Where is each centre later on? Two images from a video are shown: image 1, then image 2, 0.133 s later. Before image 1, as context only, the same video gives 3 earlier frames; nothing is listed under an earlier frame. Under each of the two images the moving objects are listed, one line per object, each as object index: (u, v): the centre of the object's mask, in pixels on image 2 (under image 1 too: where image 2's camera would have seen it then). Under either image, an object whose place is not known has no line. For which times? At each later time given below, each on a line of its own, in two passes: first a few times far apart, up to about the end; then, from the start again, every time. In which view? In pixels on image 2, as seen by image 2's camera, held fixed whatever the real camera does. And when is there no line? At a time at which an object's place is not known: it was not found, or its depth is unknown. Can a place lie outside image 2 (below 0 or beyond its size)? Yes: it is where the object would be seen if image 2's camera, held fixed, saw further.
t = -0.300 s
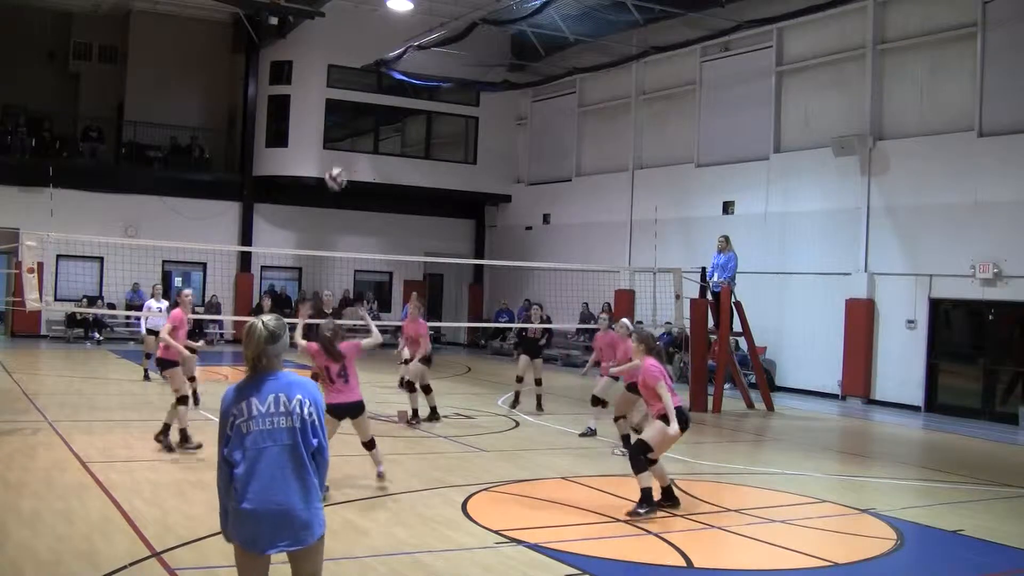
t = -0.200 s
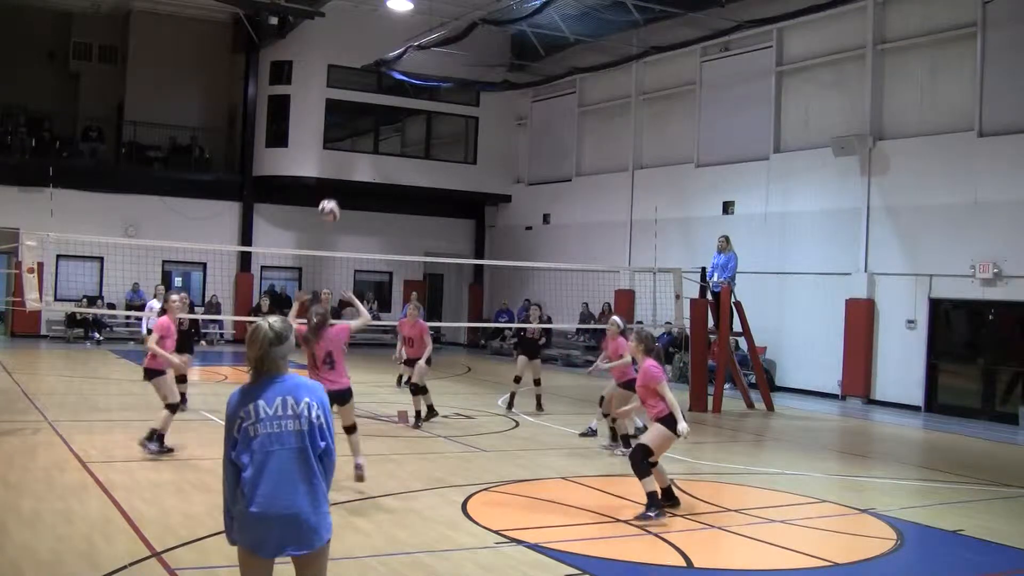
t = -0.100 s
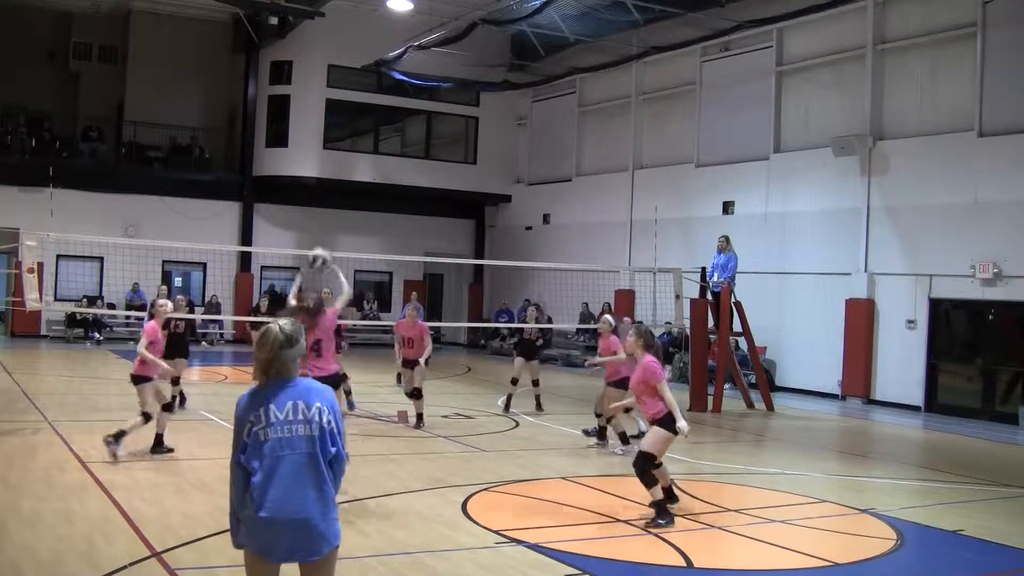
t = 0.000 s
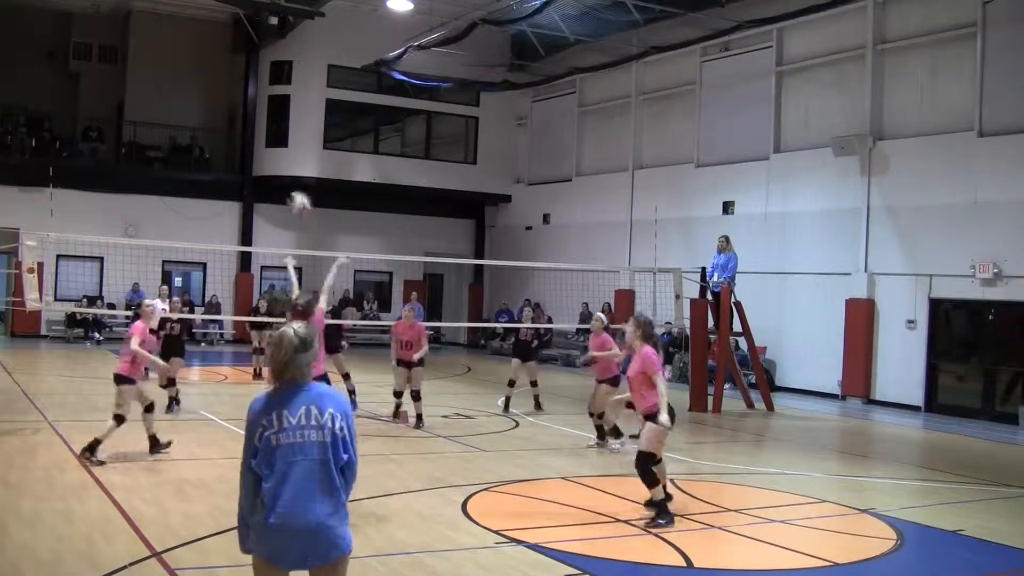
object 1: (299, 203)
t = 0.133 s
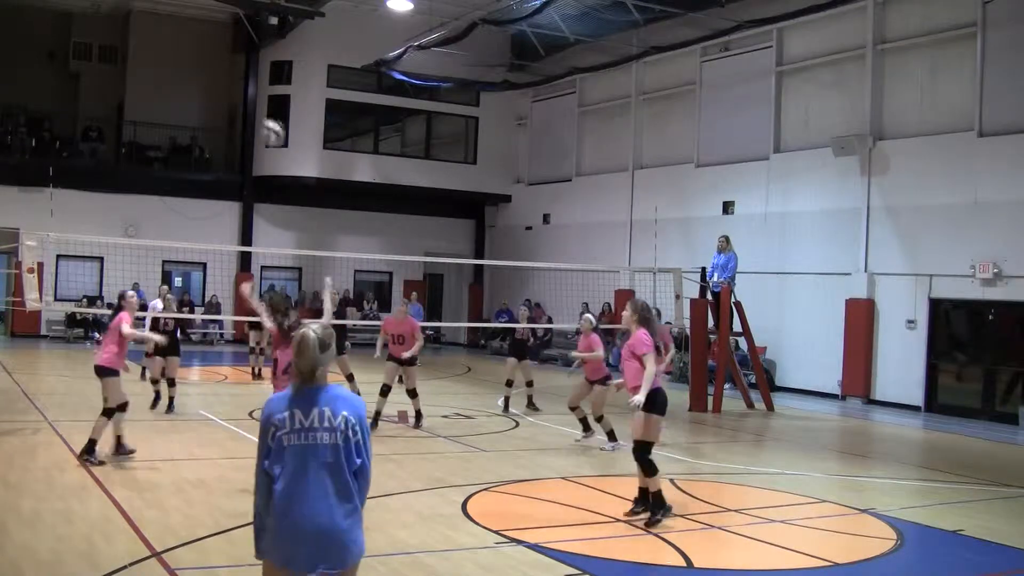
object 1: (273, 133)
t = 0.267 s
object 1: (245, 81)
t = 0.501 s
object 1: (197, 38)
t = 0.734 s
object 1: (144, 56)
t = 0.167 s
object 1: (266, 118)
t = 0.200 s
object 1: (260, 104)
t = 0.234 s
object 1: (252, 90)
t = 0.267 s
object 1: (245, 81)
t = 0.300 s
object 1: (239, 71)
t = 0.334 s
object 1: (232, 62)
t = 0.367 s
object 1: (225, 54)
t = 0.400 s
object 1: (217, 48)
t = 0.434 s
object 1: (210, 44)
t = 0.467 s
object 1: (203, 40)
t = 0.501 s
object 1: (197, 38)
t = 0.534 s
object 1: (190, 37)
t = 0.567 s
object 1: (182, 37)
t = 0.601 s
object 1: (174, 39)
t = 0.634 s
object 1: (167, 41)
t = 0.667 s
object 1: (161, 45)
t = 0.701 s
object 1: (153, 50)
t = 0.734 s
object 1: (144, 56)
